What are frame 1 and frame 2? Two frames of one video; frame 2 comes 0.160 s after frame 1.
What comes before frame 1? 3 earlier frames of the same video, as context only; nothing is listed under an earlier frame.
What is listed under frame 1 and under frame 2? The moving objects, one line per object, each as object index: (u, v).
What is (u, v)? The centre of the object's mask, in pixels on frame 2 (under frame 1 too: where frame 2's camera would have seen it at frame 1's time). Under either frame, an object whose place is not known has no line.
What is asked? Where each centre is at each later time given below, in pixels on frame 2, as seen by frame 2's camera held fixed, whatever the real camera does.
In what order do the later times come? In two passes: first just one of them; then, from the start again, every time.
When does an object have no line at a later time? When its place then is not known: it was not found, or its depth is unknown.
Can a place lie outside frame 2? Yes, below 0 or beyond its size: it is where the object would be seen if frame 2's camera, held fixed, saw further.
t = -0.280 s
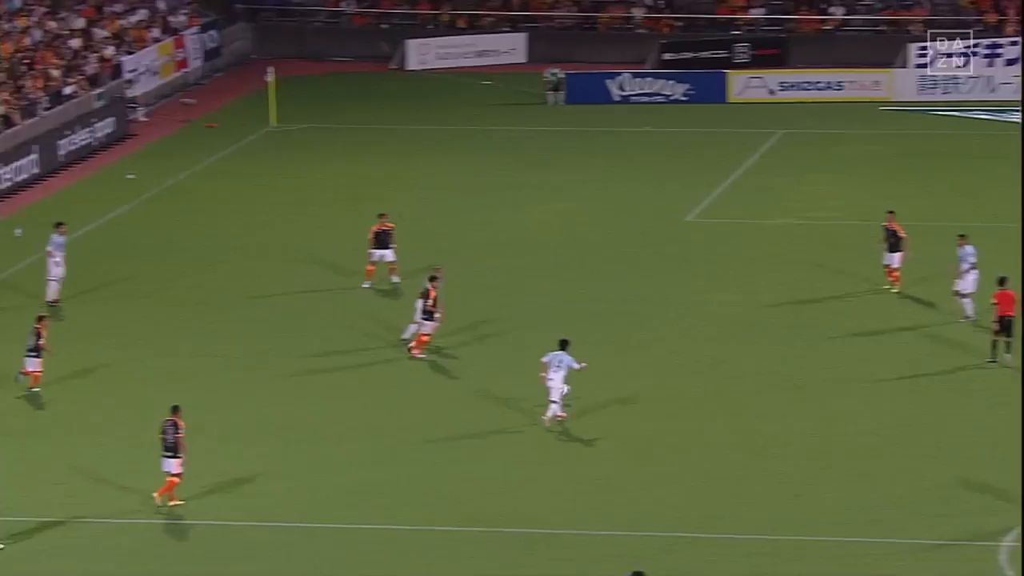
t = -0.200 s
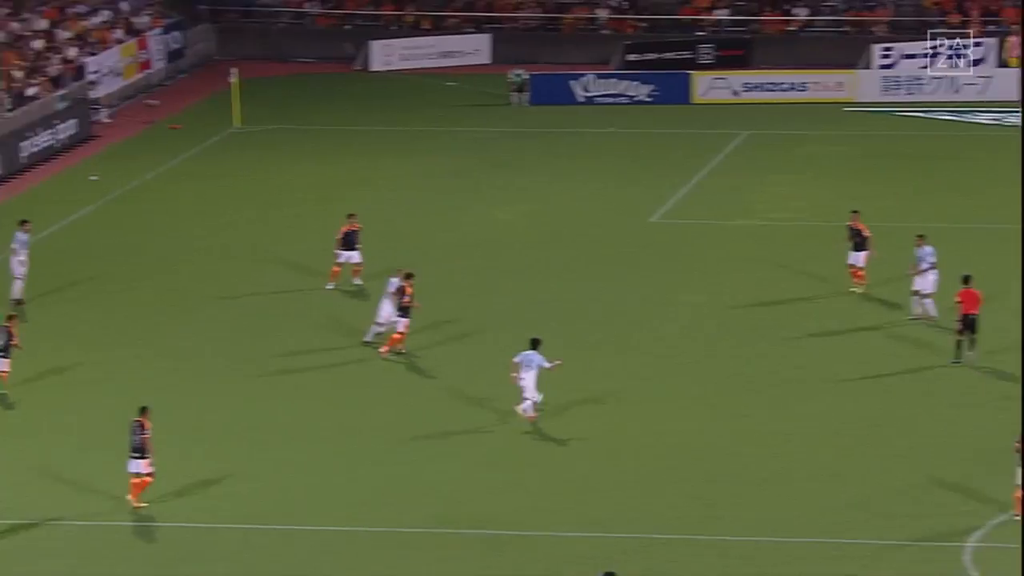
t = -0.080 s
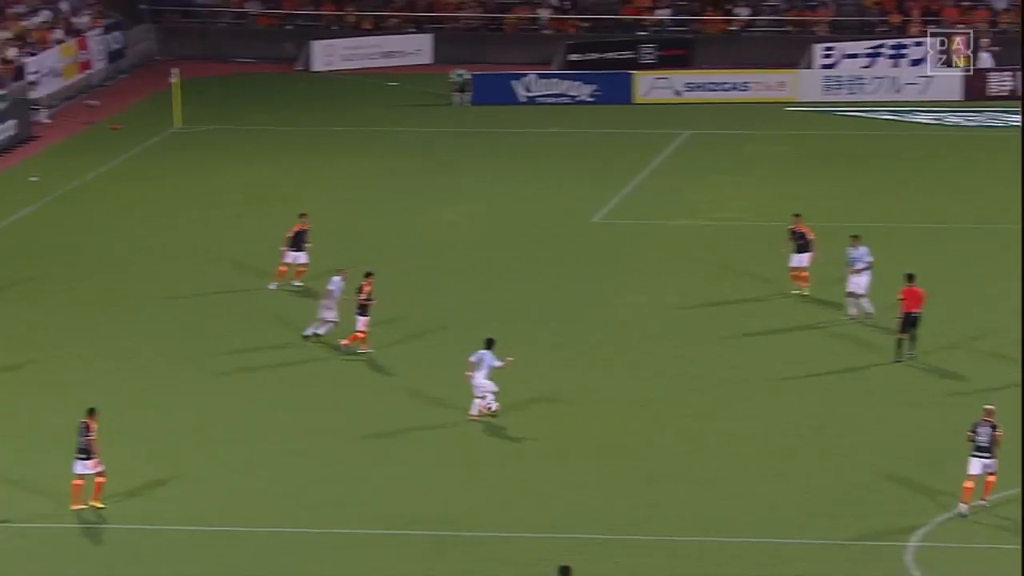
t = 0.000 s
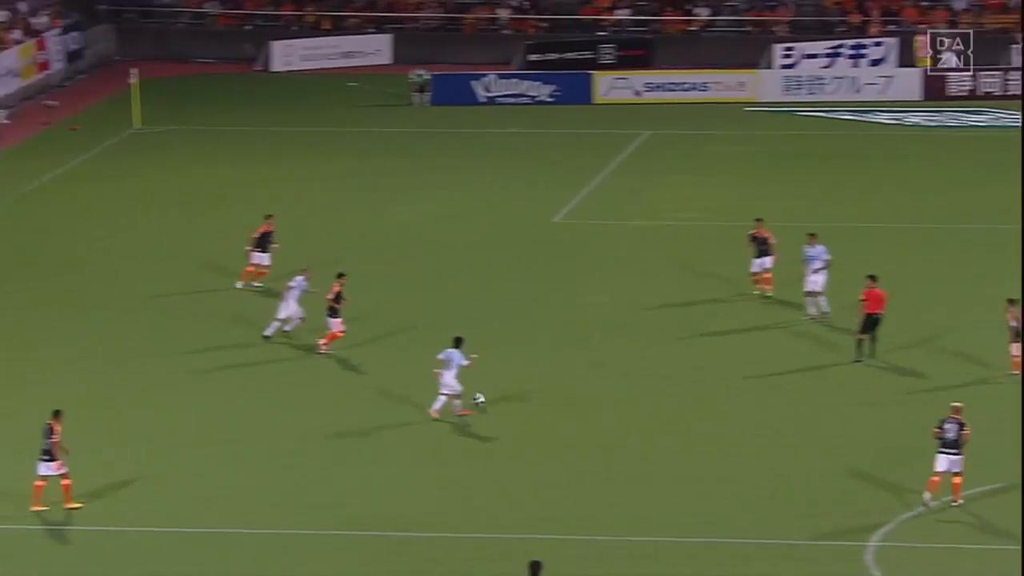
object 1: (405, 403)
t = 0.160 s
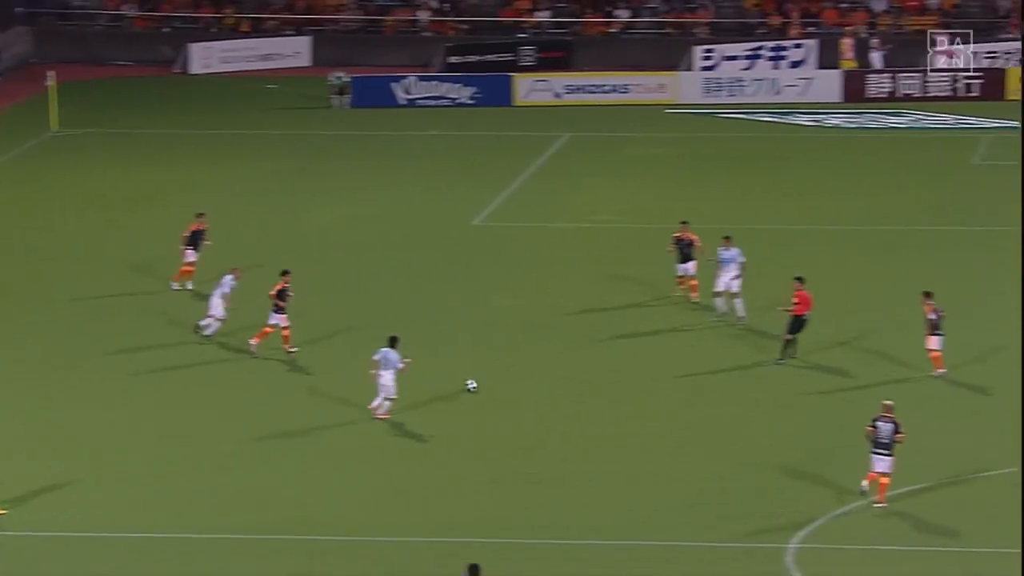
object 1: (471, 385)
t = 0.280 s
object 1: (516, 369)
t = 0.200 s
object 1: (486, 379)
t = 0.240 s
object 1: (501, 374)
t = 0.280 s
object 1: (516, 369)
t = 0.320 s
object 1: (530, 365)
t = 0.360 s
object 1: (545, 362)
